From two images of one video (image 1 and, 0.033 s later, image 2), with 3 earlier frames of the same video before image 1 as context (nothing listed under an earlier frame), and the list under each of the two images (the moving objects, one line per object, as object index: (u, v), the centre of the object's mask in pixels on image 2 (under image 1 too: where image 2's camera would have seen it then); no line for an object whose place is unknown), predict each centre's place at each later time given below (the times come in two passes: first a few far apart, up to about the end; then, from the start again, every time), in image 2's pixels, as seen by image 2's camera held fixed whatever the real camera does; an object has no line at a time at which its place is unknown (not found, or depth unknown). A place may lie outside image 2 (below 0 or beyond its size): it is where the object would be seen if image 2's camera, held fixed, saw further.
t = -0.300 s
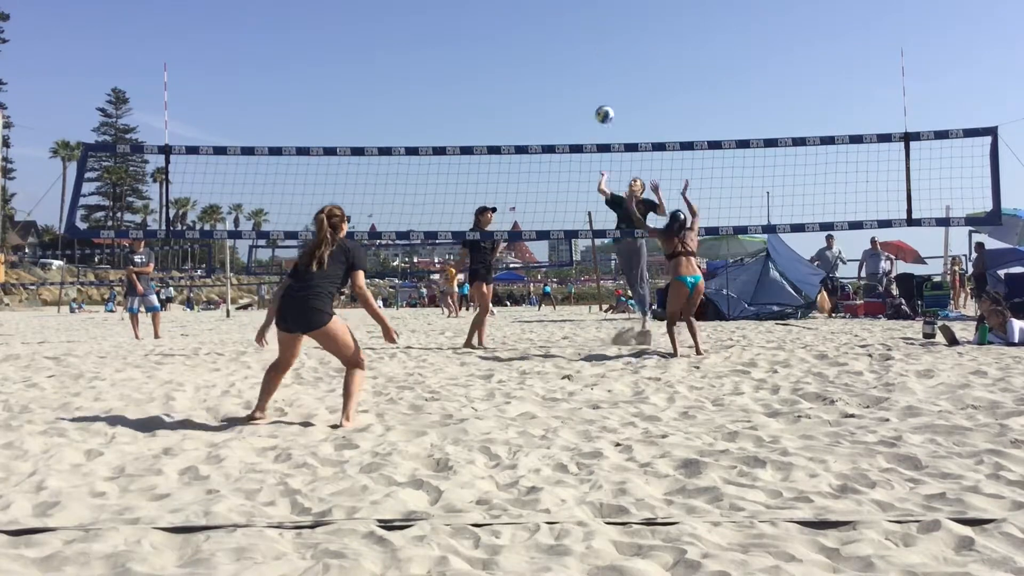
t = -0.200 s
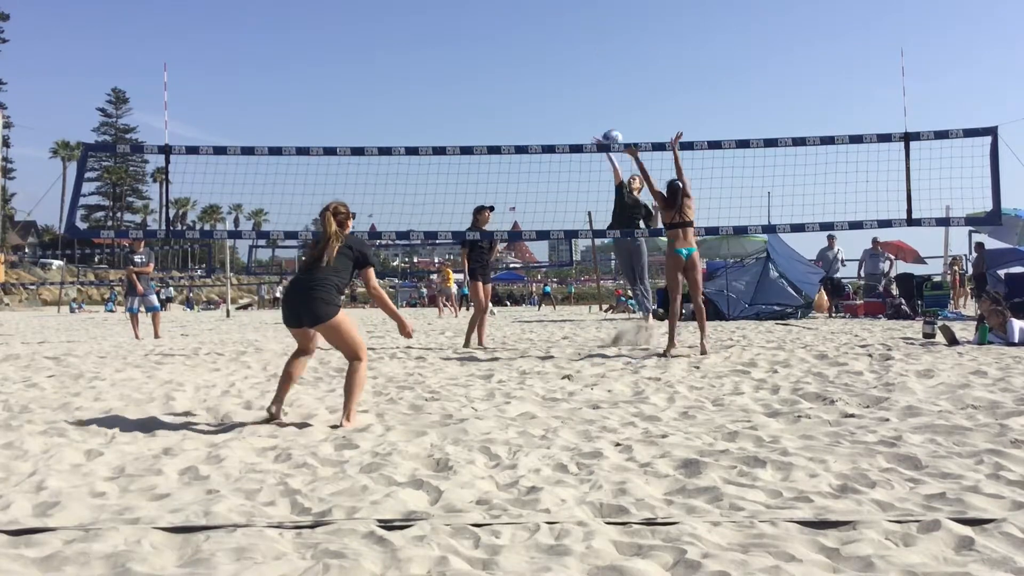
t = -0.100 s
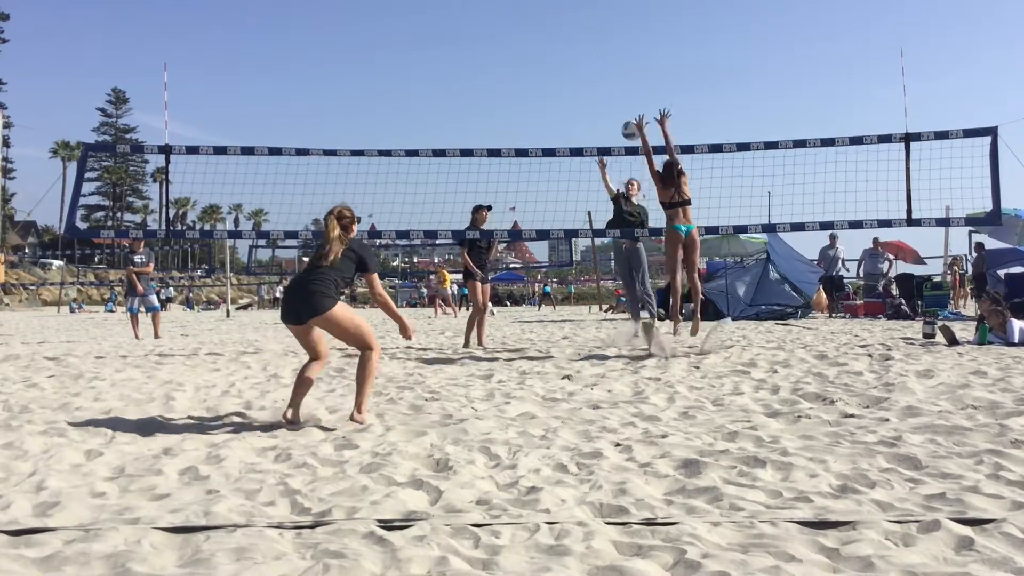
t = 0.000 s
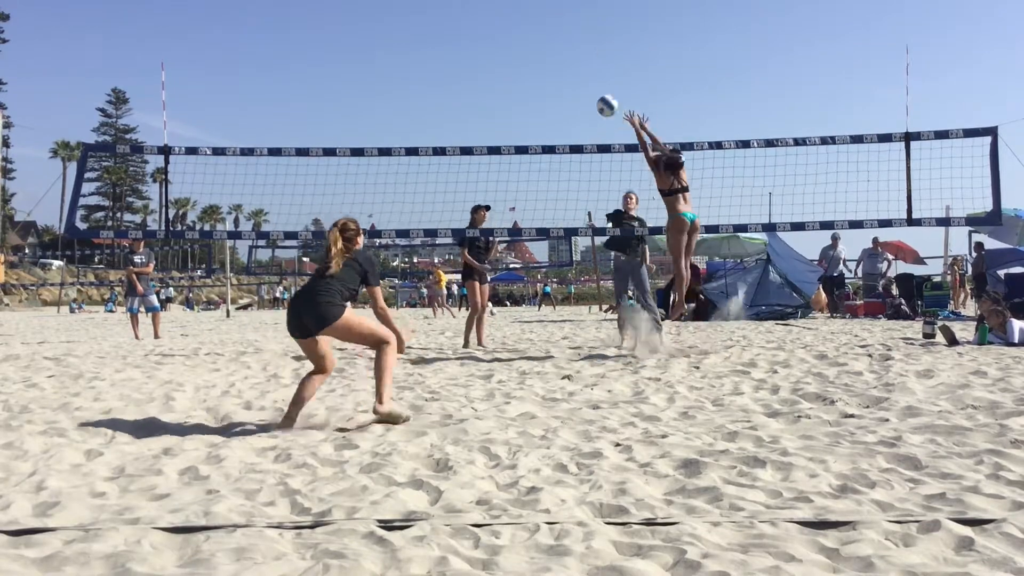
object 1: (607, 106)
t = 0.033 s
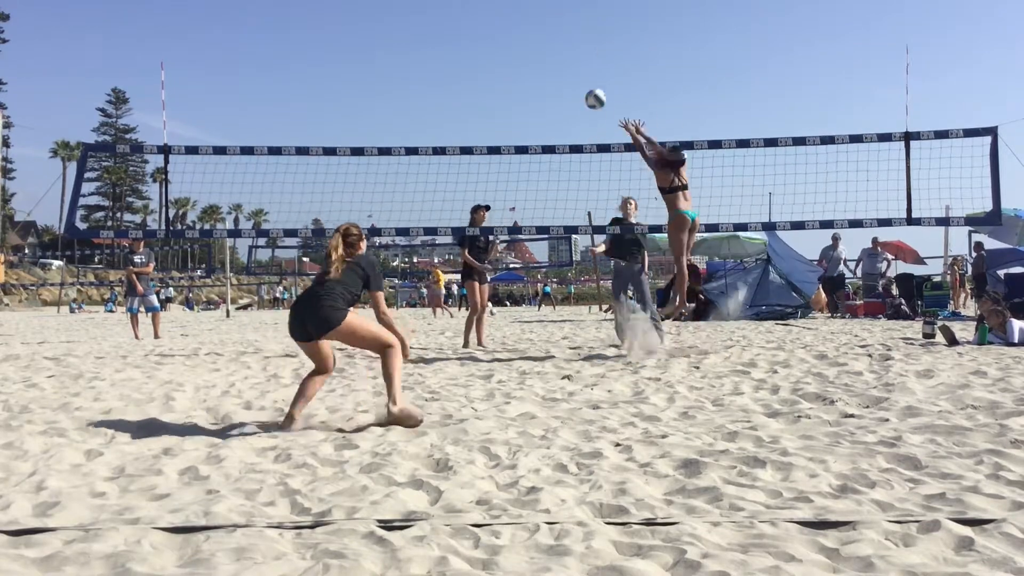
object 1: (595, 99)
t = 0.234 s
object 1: (528, 83)
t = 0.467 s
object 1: (455, 108)
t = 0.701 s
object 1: (387, 175)
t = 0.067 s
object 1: (584, 94)
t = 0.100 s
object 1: (572, 90)
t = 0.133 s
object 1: (561, 86)
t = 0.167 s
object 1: (550, 84)
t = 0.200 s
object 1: (539, 83)
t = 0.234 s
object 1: (528, 83)
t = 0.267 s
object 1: (517, 83)
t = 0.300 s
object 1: (507, 85)
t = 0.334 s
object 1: (496, 88)
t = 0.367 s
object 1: (486, 92)
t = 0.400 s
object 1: (476, 96)
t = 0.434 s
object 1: (465, 102)
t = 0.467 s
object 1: (455, 108)
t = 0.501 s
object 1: (445, 115)
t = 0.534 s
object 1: (435, 123)
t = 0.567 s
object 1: (425, 132)
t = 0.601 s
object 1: (416, 139)
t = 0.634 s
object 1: (406, 157)
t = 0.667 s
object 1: (396, 163)
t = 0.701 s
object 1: (387, 175)
